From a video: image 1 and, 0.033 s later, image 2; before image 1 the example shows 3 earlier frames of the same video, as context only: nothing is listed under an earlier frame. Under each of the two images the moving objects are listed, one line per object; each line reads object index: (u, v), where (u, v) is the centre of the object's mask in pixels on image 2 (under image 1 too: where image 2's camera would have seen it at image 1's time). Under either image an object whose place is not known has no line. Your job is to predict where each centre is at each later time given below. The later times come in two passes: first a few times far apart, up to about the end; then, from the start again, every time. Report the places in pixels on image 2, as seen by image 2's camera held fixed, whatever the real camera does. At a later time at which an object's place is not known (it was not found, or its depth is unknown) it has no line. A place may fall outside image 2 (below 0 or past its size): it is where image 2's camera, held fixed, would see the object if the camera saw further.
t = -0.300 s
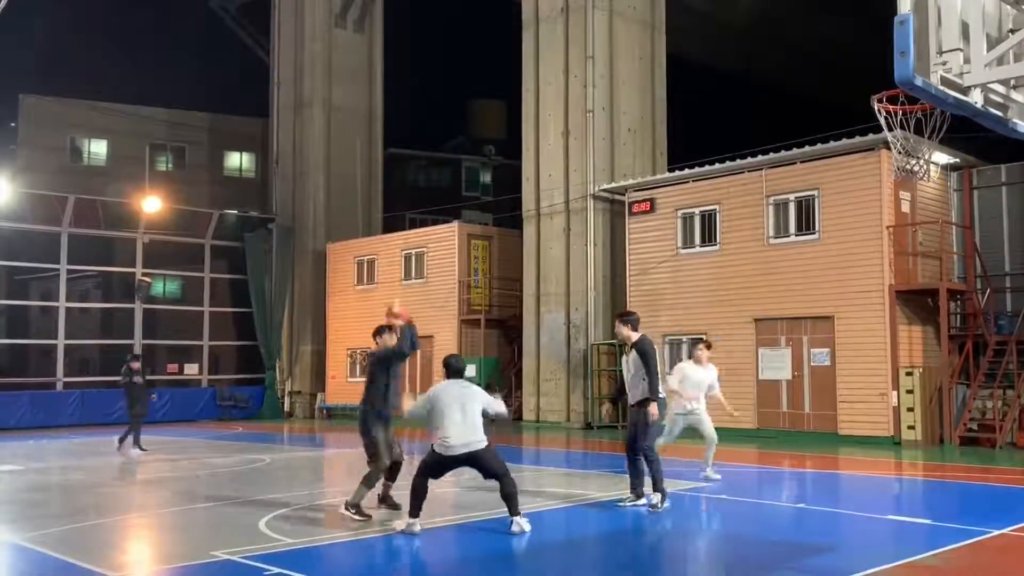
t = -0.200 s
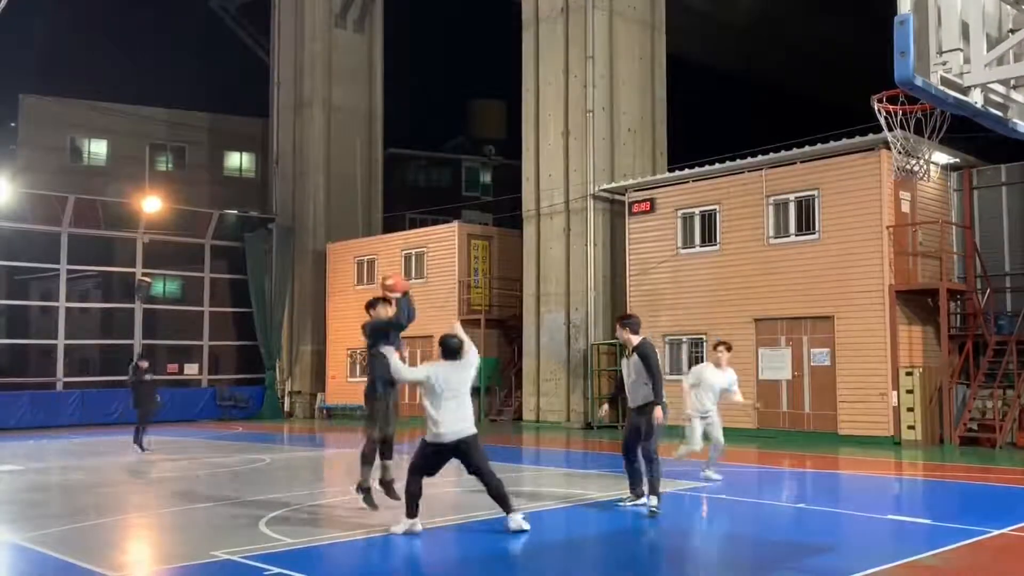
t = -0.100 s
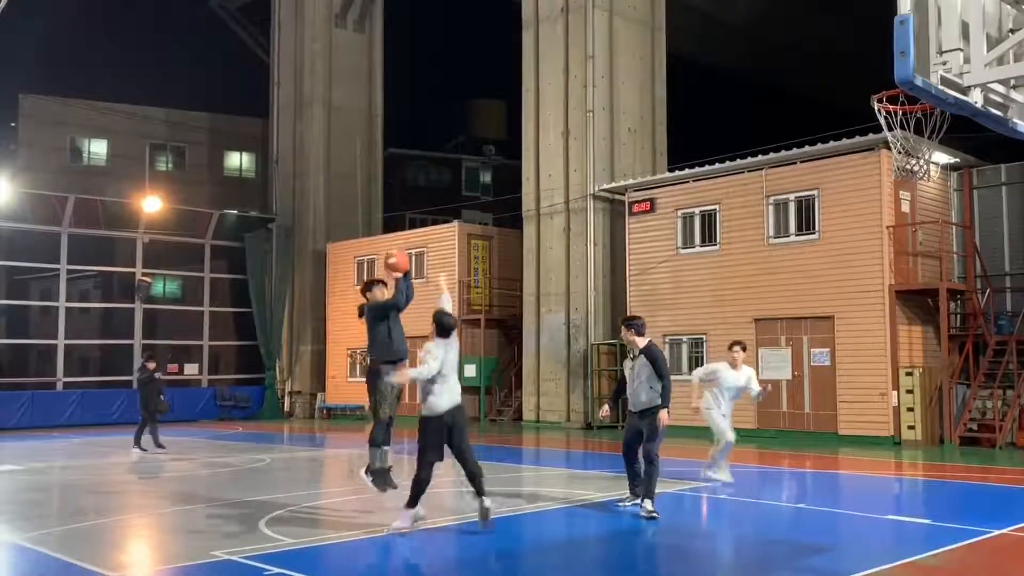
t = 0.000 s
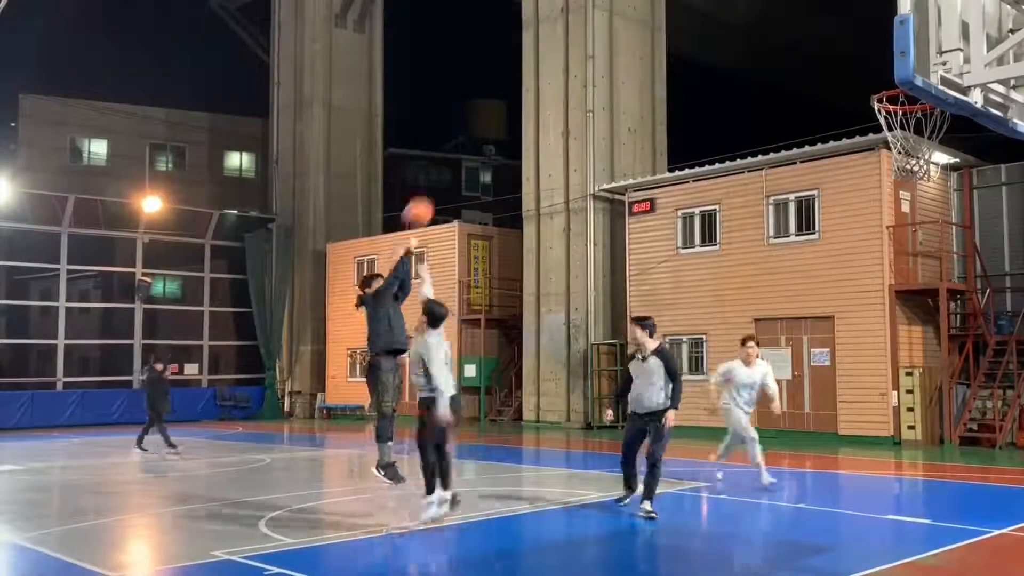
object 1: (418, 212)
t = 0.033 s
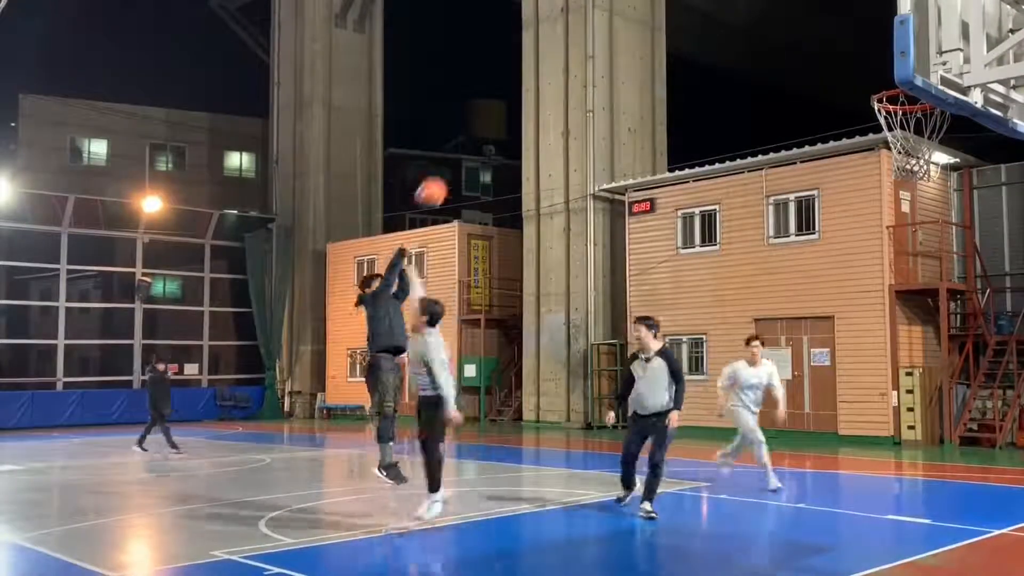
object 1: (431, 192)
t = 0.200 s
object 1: (501, 109)
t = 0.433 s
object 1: (612, 33)
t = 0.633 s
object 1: (717, 15)
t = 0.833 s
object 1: (841, 50)
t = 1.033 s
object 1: (934, 152)
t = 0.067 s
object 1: (444, 173)
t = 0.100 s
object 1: (458, 156)
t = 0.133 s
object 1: (472, 139)
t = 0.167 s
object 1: (487, 122)
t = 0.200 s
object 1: (501, 109)
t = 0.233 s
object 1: (514, 95)
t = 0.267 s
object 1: (529, 82)
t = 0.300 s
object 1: (548, 69)
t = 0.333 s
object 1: (563, 57)
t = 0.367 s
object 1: (579, 48)
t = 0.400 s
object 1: (596, 40)
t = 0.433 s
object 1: (612, 33)
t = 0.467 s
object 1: (629, 26)
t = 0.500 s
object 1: (647, 20)
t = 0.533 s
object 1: (664, 17)
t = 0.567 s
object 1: (681, 15)
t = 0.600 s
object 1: (697, 15)
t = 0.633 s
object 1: (717, 15)
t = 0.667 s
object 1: (736, 17)
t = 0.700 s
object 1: (756, 20)
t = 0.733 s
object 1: (777, 25)
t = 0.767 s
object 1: (797, 32)
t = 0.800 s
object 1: (819, 40)
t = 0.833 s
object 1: (841, 50)
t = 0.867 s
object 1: (864, 62)
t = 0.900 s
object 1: (881, 75)
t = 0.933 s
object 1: (898, 96)
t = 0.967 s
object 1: (931, 120)
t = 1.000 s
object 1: (935, 131)
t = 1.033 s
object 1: (934, 152)
